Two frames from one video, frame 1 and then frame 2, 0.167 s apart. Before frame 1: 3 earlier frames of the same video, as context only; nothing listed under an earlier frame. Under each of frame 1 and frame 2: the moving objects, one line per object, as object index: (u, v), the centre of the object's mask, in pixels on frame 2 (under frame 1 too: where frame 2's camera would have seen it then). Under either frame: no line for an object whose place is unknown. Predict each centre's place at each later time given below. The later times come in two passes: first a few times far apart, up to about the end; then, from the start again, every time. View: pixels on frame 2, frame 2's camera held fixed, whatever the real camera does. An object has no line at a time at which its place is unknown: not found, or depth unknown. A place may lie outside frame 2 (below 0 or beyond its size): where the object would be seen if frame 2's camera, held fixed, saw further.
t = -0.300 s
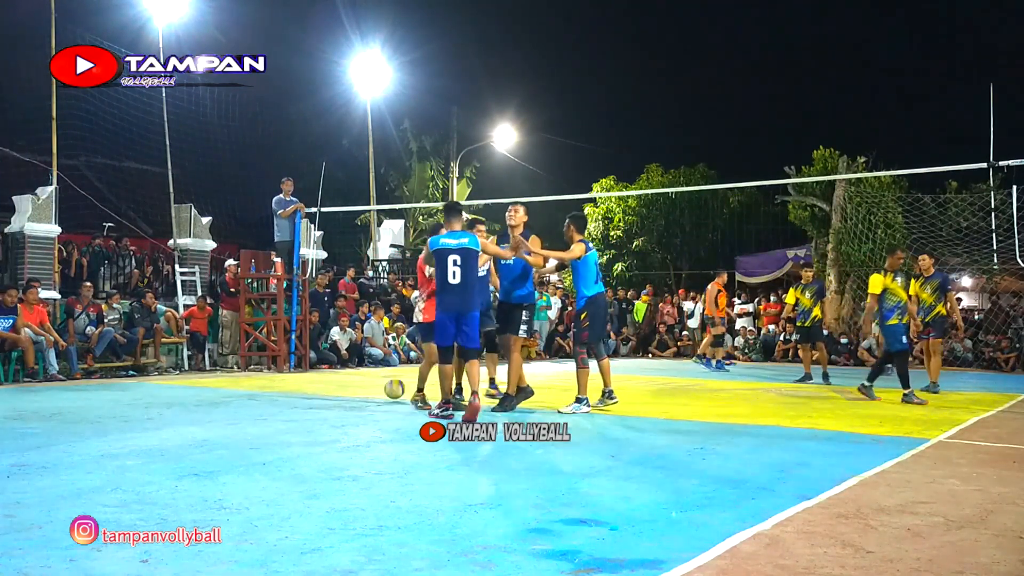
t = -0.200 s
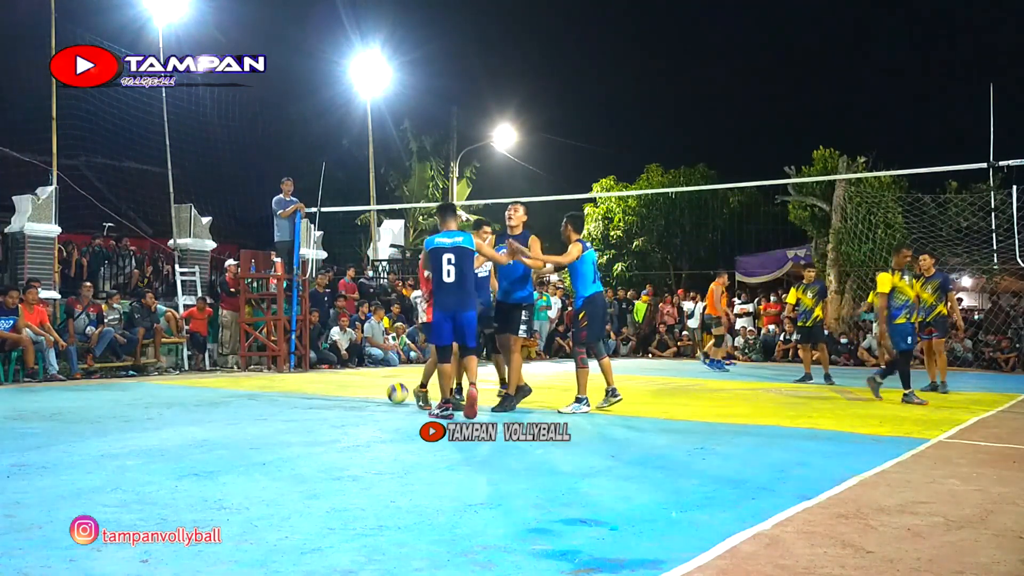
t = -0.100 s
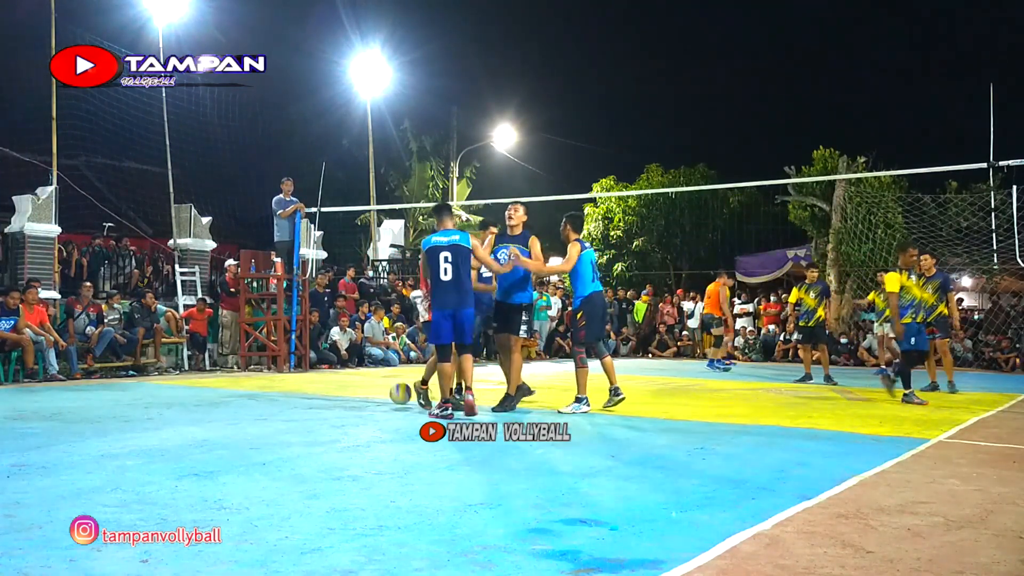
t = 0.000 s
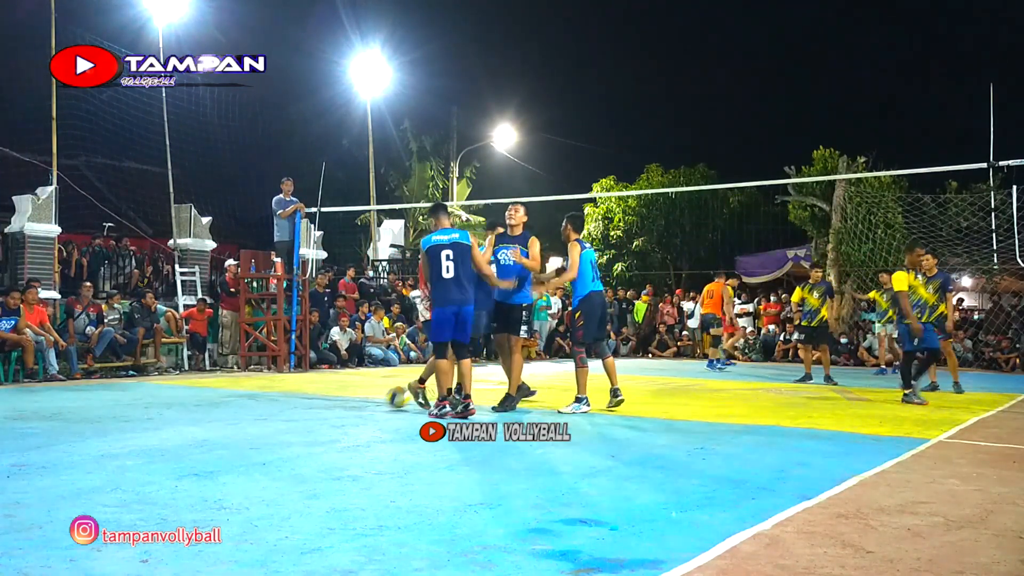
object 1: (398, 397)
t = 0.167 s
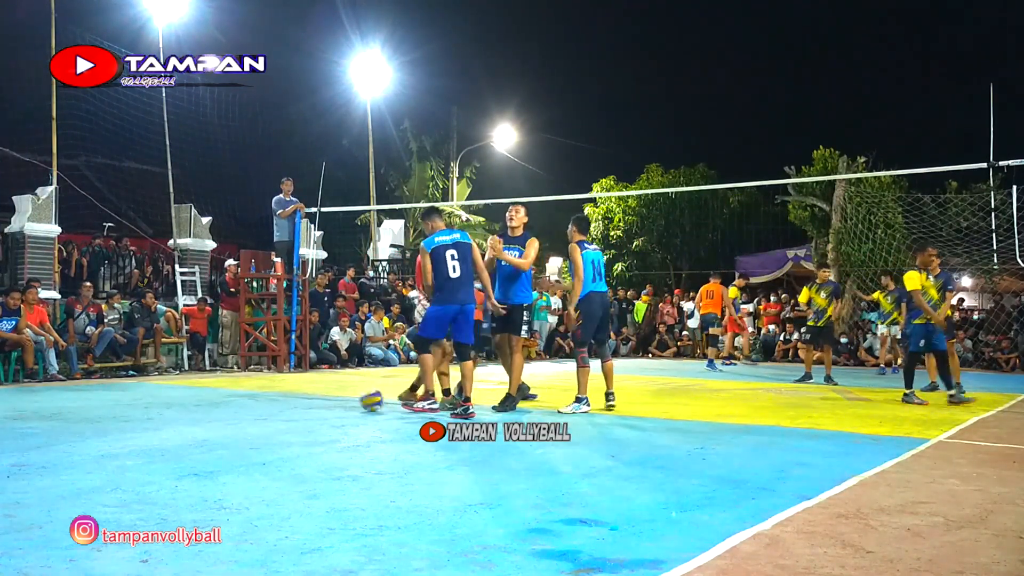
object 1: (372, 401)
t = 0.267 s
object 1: (356, 401)
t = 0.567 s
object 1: (308, 404)
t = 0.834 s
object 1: (261, 408)
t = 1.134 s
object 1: (204, 413)
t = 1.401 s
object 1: (151, 418)
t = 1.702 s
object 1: (86, 423)
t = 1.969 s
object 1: (24, 428)
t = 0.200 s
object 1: (367, 400)
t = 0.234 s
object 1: (362, 400)
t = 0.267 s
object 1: (356, 401)
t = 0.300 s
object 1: (351, 401)
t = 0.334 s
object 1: (346, 402)
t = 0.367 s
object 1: (341, 402)
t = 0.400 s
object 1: (335, 404)
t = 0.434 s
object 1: (330, 403)
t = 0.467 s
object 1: (325, 403)
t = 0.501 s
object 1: (318, 404)
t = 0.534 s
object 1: (313, 404)
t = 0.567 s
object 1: (308, 404)
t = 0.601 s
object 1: (302, 406)
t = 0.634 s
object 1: (296, 406)
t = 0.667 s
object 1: (290, 406)
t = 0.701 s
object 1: (285, 406)
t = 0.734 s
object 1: (279, 406)
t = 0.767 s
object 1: (275, 407)
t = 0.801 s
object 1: (268, 407)
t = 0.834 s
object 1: (261, 408)
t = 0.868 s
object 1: (255, 408)
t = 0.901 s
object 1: (250, 409)
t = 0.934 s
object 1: (243, 409)
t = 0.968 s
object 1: (237, 410)
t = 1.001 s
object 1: (231, 411)
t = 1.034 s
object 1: (224, 412)
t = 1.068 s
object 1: (218, 412)
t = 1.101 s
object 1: (211, 413)
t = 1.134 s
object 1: (204, 413)
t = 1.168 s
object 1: (198, 413)
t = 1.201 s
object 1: (191, 414)
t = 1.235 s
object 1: (184, 414)
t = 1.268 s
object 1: (177, 416)
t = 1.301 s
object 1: (170, 414)
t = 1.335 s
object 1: (164, 414)
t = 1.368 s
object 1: (158, 415)
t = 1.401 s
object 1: (151, 418)
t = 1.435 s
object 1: (143, 417)
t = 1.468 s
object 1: (137, 417)
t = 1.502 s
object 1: (131, 419)
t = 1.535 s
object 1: (123, 419)
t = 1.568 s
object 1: (116, 419)
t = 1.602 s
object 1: (109, 420)
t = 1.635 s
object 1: (101, 422)
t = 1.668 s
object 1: (94, 422)
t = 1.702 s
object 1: (86, 423)
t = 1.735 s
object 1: (79, 424)
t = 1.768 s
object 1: (71, 423)
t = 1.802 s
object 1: (64, 424)
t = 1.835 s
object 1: (56, 425)
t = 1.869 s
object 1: (48, 425)
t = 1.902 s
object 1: (41, 425)
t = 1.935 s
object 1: (32, 426)
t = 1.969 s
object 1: (24, 428)
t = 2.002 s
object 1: (17, 428)
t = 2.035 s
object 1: (12, 429)
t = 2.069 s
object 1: (8, 429)
